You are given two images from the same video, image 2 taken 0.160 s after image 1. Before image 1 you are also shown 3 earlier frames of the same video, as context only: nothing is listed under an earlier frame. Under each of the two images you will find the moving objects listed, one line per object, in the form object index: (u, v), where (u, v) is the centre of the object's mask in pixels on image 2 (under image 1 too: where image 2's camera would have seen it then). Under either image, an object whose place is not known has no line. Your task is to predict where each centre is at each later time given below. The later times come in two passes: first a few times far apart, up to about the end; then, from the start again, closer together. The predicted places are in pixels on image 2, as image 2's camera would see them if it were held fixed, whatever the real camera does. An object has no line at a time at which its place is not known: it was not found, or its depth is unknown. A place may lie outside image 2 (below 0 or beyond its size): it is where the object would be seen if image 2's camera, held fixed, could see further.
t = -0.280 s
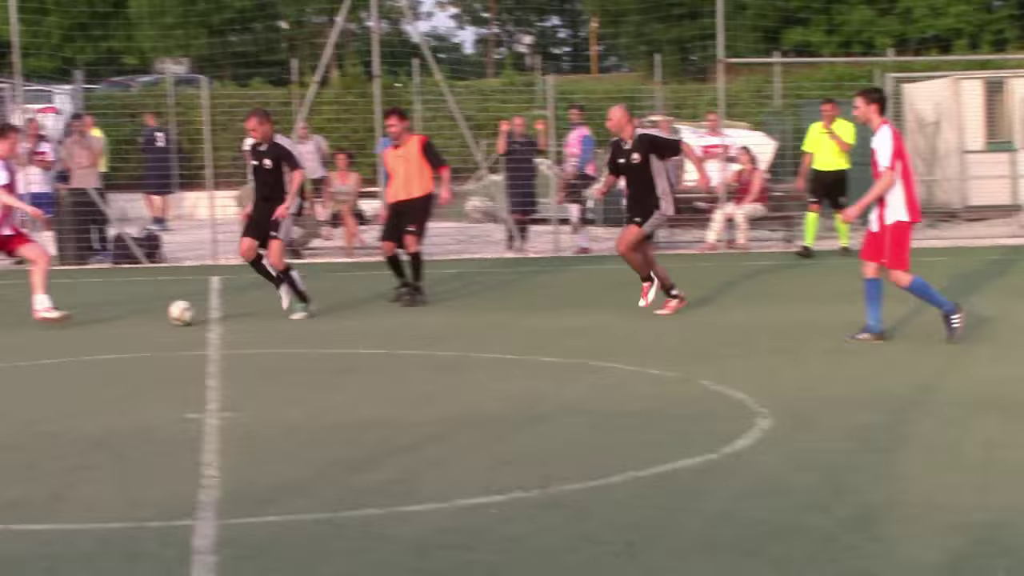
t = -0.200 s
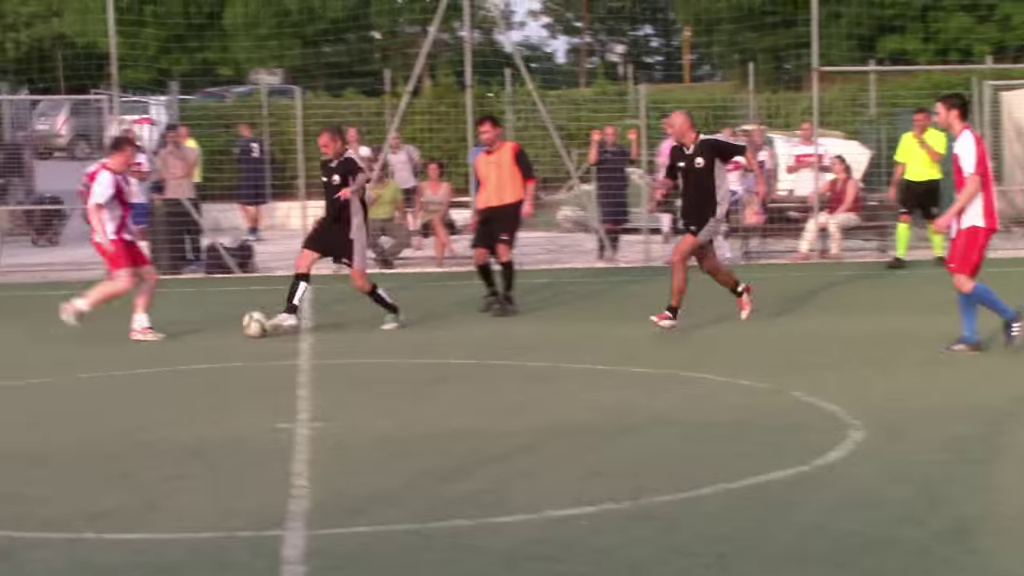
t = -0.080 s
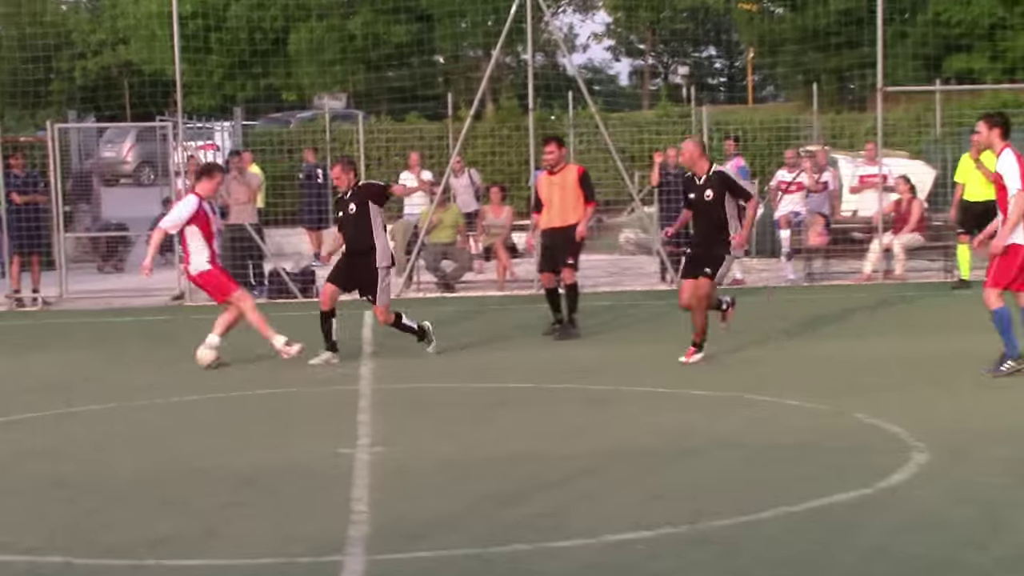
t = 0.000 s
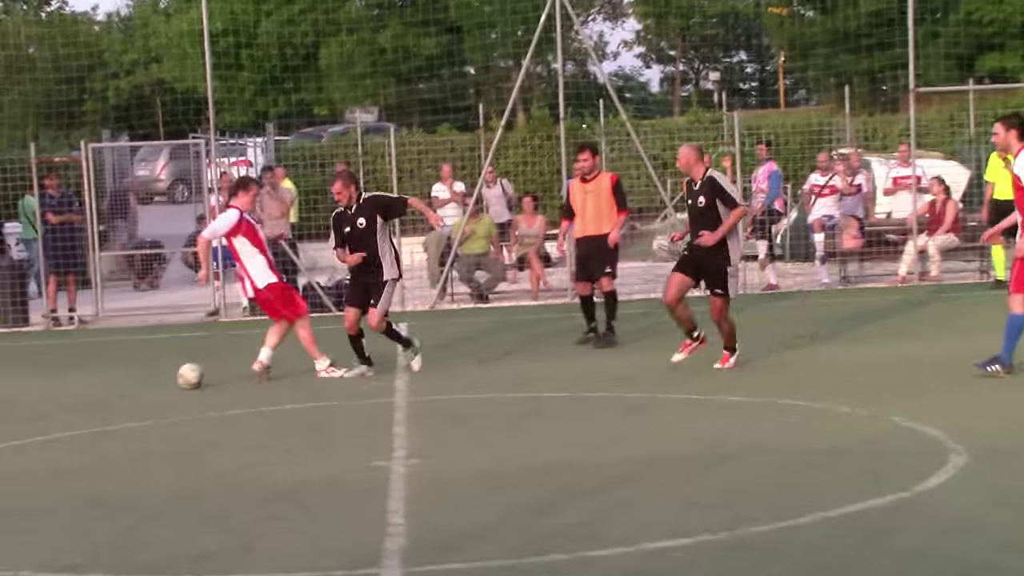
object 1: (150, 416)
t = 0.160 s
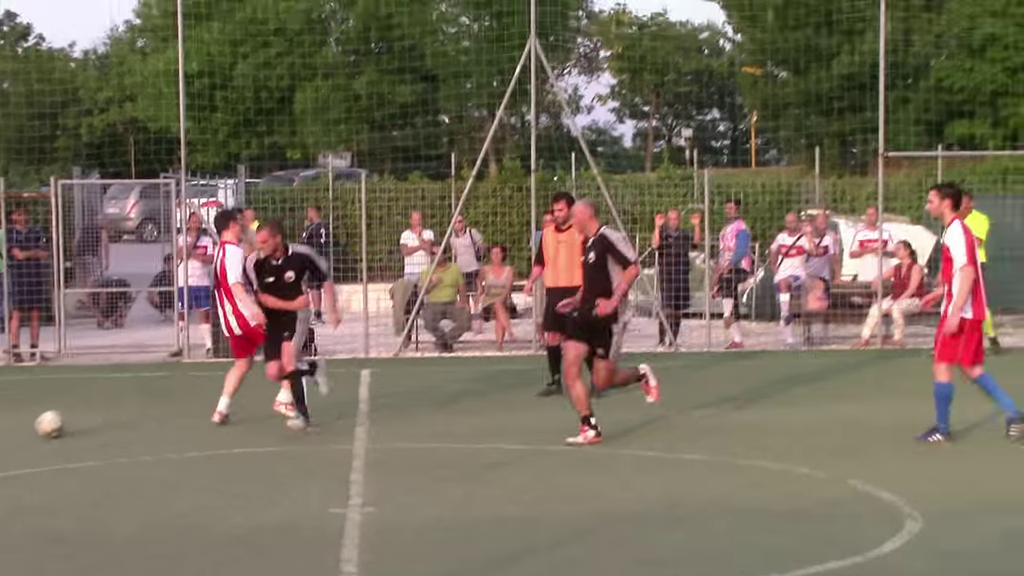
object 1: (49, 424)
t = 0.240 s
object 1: (7, 428)
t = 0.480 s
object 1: (-131, 438)
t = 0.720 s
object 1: (-282, 451)
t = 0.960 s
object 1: (-447, 467)
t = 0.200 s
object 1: (28, 426)
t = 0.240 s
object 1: (7, 428)
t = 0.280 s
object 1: (-16, 430)
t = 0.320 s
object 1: (-40, 431)
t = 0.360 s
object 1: (-62, 434)
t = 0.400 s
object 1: (-86, 436)
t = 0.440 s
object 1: (-109, 437)
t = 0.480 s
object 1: (-131, 438)
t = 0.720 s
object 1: (-282, 451)
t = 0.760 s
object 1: (-309, 454)
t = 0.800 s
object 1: (-336, 457)
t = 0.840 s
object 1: (-363, 460)
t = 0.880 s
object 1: (-391, 463)
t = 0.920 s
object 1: (-419, 465)
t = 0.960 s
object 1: (-447, 467)
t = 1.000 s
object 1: (-475, 469)
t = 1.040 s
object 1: (-504, 471)
